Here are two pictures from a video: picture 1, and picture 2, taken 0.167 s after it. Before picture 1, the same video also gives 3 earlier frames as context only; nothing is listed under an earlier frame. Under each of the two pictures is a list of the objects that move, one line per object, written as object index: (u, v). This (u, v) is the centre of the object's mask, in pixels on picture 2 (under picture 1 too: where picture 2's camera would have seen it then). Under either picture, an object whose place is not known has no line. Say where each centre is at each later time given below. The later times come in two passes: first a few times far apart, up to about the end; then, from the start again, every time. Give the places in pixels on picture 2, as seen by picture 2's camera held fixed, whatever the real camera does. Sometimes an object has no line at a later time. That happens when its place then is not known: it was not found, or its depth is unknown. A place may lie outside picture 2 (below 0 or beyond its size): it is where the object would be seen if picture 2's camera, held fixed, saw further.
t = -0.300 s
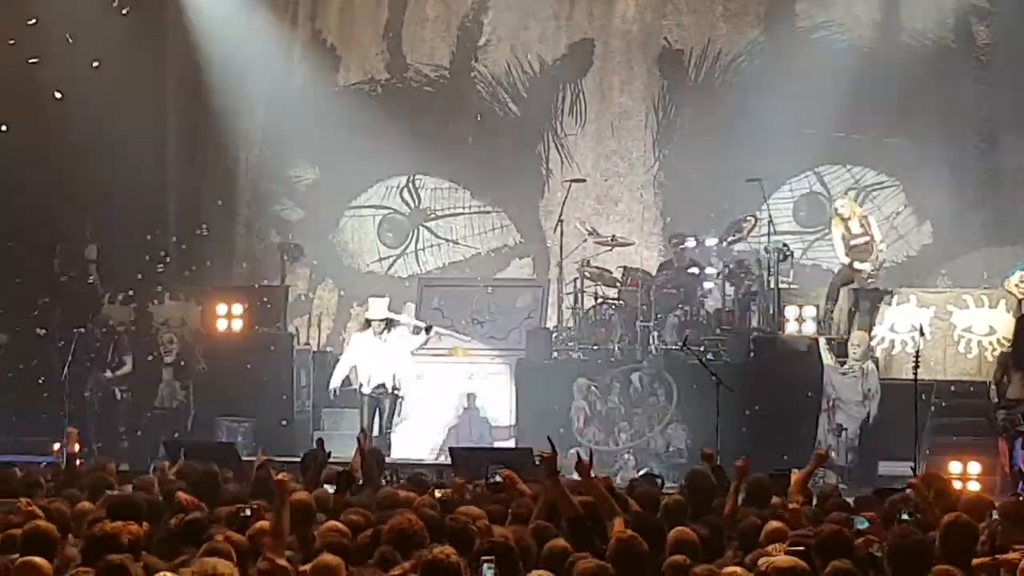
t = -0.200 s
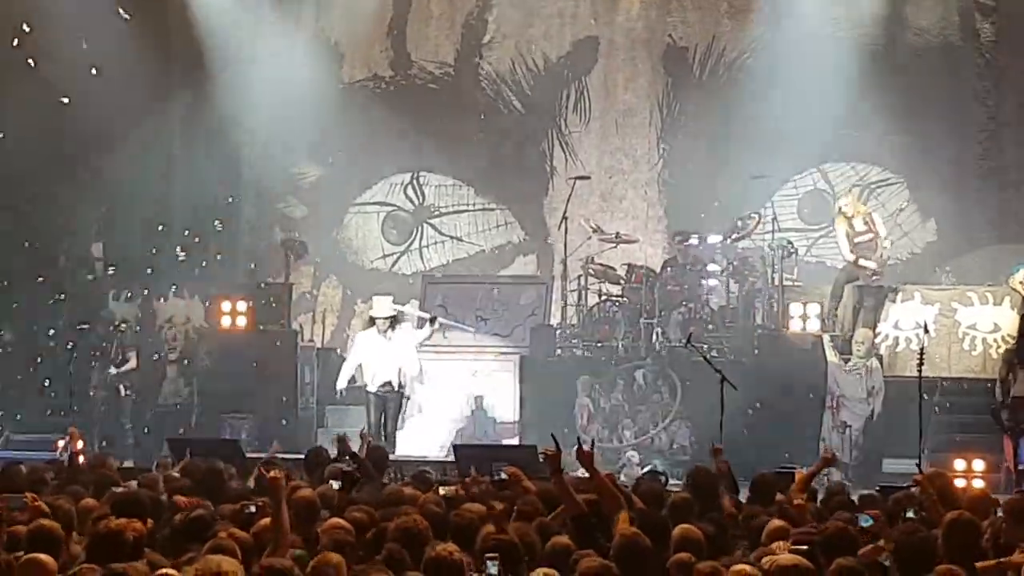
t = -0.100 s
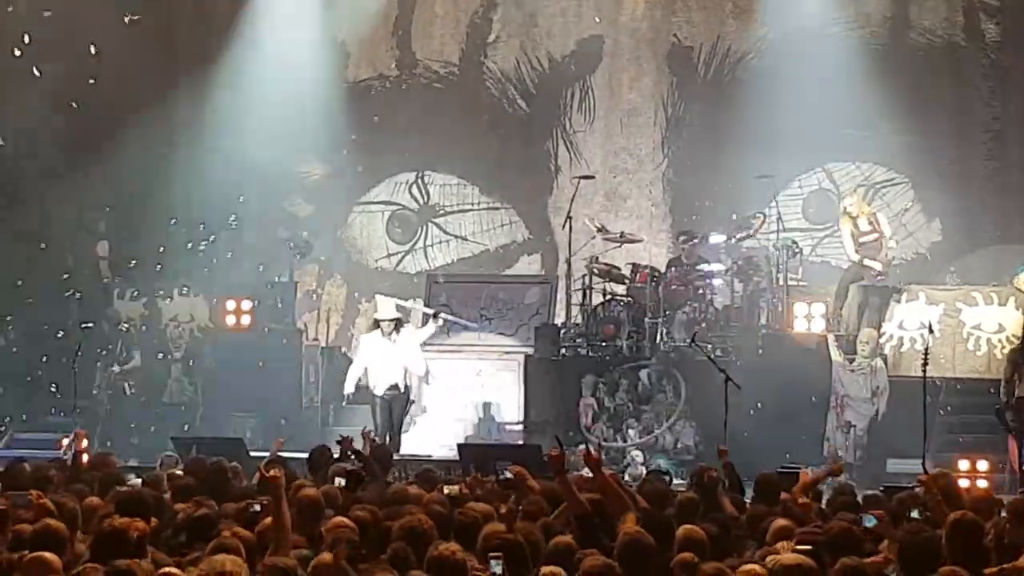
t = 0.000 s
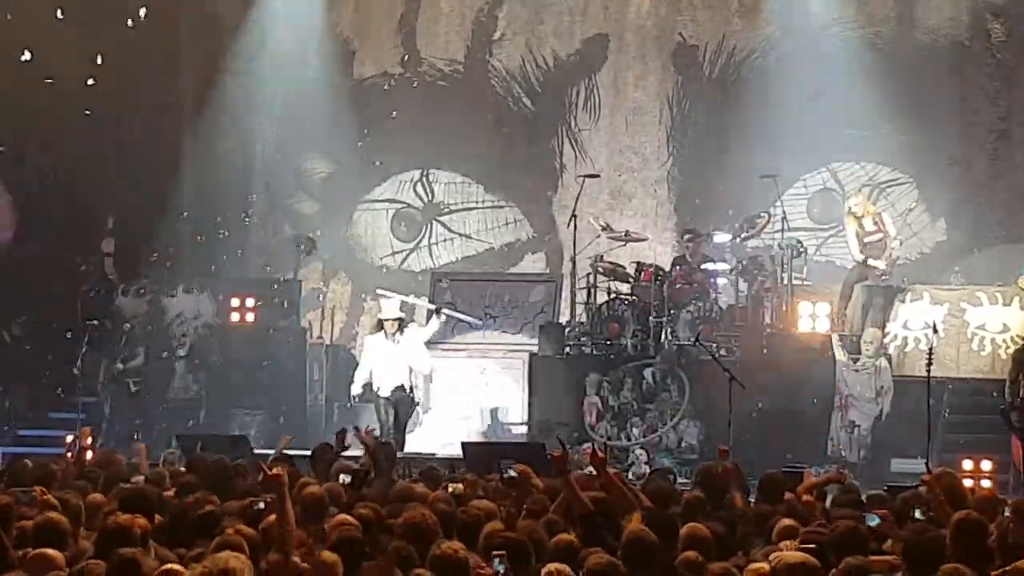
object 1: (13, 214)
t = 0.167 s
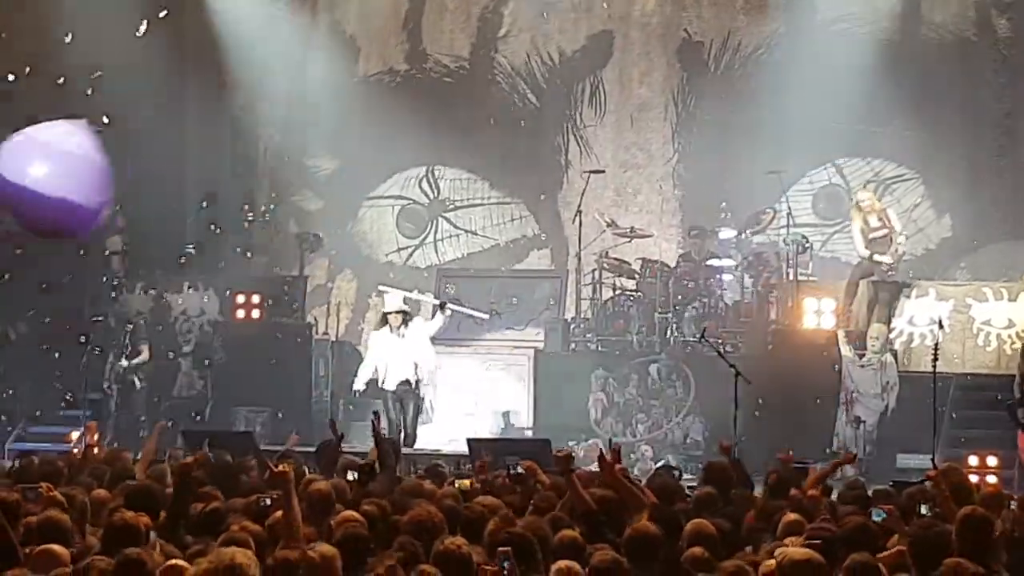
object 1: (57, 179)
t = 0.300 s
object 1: (114, 171)
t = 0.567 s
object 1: (206, 176)
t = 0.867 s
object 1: (281, 210)
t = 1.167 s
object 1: (353, 268)
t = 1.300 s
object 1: (381, 303)
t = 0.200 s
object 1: (70, 175)
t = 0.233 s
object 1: (86, 173)
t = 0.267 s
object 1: (99, 171)
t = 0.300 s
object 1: (114, 171)
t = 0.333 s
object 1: (127, 170)
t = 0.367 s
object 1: (140, 170)
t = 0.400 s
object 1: (152, 171)
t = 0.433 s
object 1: (164, 172)
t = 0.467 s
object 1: (176, 172)
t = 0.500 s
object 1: (186, 174)
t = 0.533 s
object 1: (196, 175)
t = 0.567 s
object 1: (206, 176)
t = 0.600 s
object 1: (215, 178)
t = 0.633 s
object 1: (225, 181)
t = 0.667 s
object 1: (233, 185)
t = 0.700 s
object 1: (242, 188)
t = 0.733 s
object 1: (250, 192)
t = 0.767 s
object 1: (258, 196)
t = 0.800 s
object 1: (266, 201)
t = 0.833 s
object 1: (274, 205)
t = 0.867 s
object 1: (281, 210)
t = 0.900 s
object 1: (290, 215)
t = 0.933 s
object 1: (298, 220)
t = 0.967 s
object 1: (305, 226)
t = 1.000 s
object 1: (314, 232)
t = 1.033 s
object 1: (322, 239)
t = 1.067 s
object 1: (330, 246)
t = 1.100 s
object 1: (338, 253)
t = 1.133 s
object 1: (345, 260)
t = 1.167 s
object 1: (353, 268)
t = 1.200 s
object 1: (360, 276)
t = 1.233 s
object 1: (368, 285)
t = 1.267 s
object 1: (375, 294)
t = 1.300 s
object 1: (381, 303)
